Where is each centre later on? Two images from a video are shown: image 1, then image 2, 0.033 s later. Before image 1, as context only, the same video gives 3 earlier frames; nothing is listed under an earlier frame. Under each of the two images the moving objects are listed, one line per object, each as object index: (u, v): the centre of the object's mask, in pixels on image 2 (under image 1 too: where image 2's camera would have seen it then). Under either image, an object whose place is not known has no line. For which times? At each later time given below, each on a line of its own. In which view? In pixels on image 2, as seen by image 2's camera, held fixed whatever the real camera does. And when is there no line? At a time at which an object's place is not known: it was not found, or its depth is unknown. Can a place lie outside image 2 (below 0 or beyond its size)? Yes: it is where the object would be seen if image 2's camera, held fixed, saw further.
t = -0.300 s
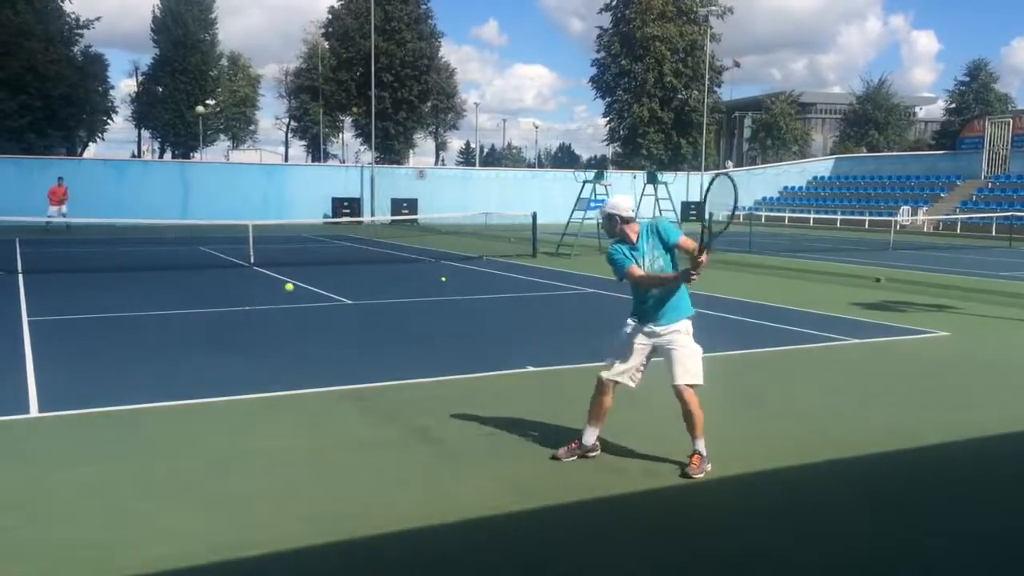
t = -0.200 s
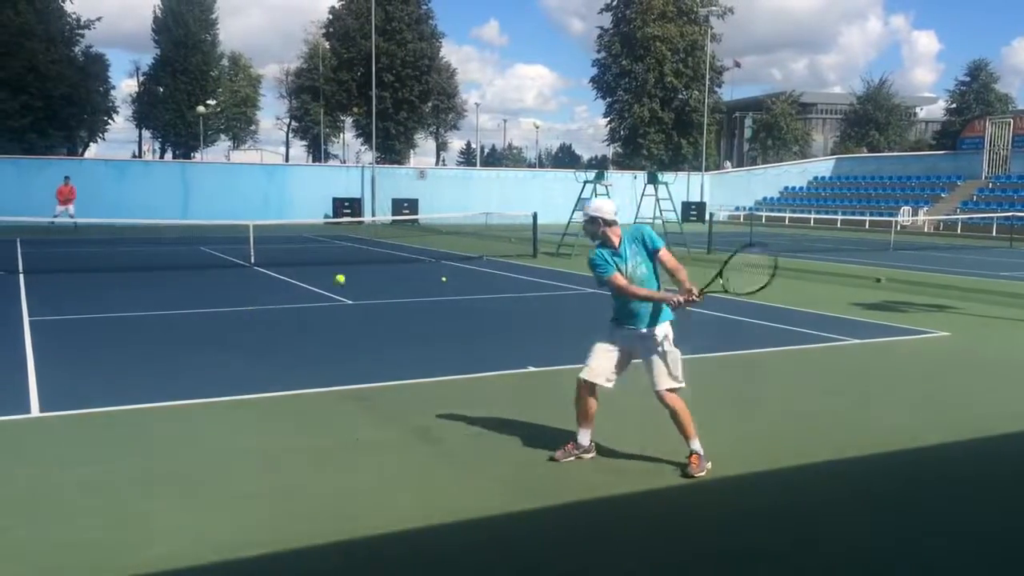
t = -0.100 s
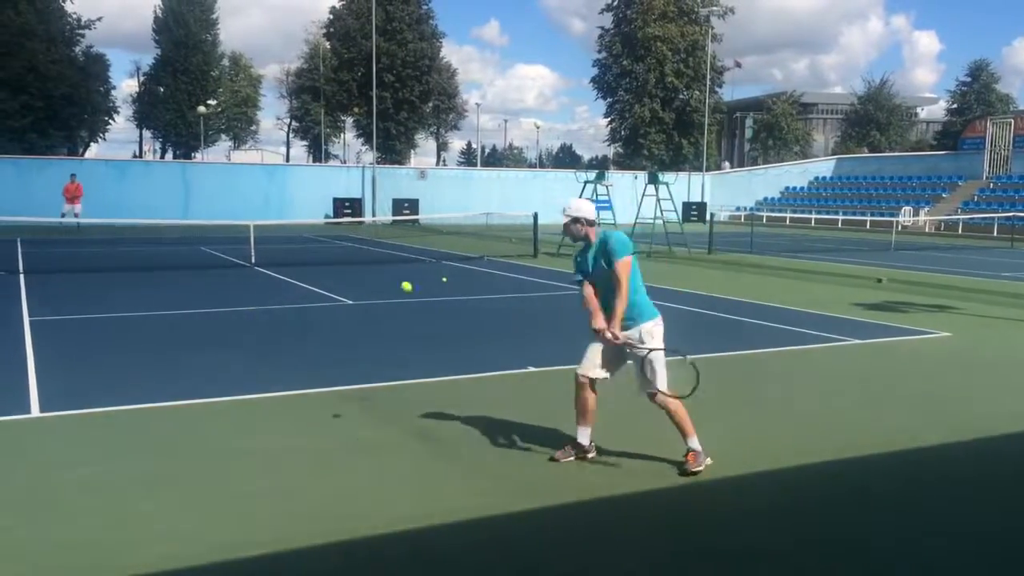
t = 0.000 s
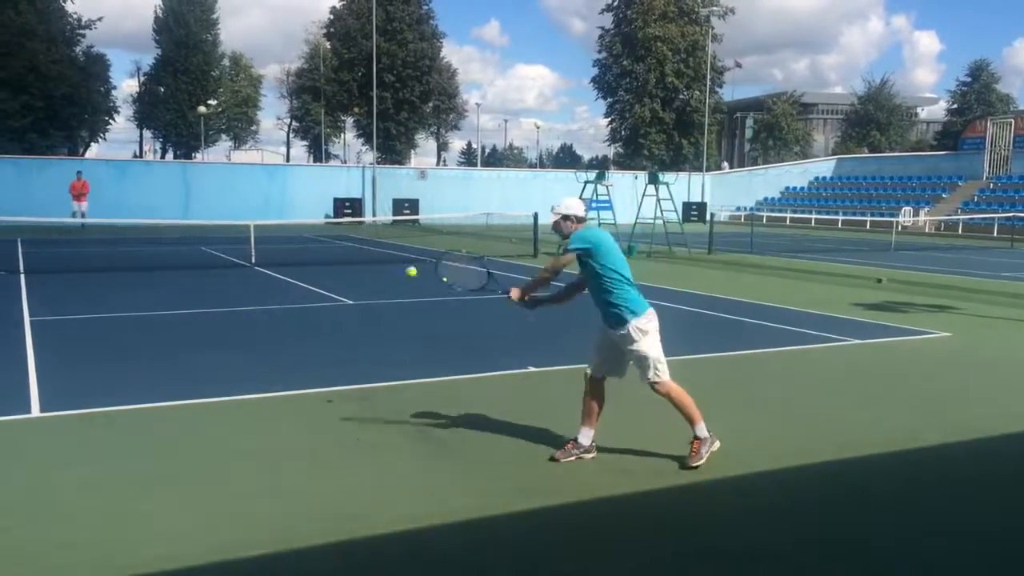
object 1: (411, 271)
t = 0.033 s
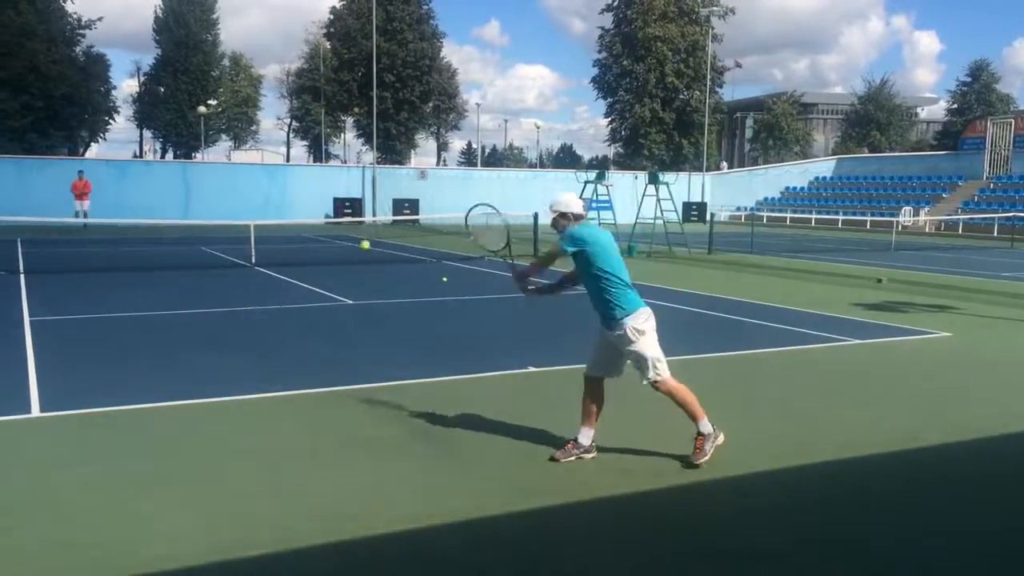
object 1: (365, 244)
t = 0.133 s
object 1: (281, 201)
